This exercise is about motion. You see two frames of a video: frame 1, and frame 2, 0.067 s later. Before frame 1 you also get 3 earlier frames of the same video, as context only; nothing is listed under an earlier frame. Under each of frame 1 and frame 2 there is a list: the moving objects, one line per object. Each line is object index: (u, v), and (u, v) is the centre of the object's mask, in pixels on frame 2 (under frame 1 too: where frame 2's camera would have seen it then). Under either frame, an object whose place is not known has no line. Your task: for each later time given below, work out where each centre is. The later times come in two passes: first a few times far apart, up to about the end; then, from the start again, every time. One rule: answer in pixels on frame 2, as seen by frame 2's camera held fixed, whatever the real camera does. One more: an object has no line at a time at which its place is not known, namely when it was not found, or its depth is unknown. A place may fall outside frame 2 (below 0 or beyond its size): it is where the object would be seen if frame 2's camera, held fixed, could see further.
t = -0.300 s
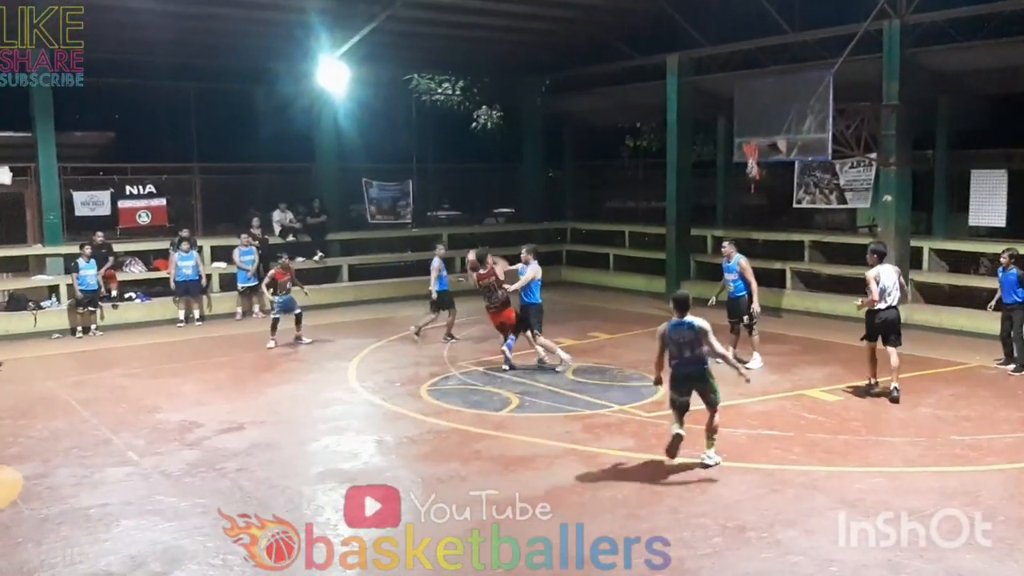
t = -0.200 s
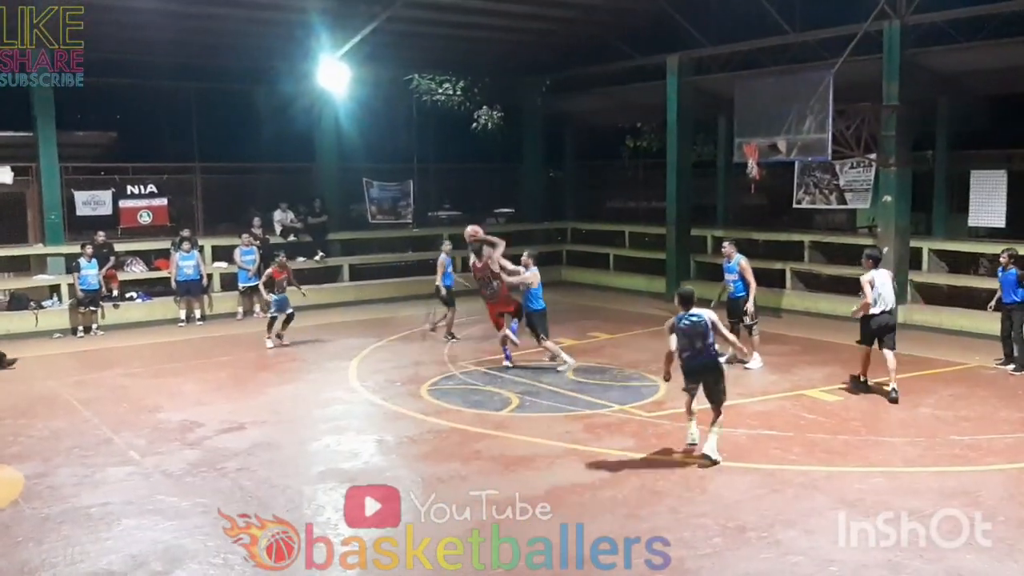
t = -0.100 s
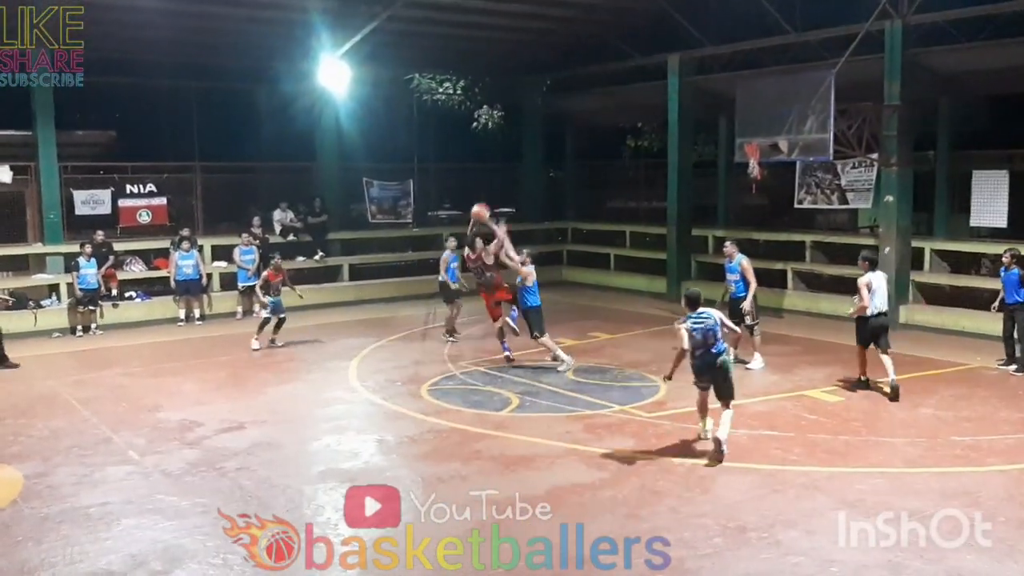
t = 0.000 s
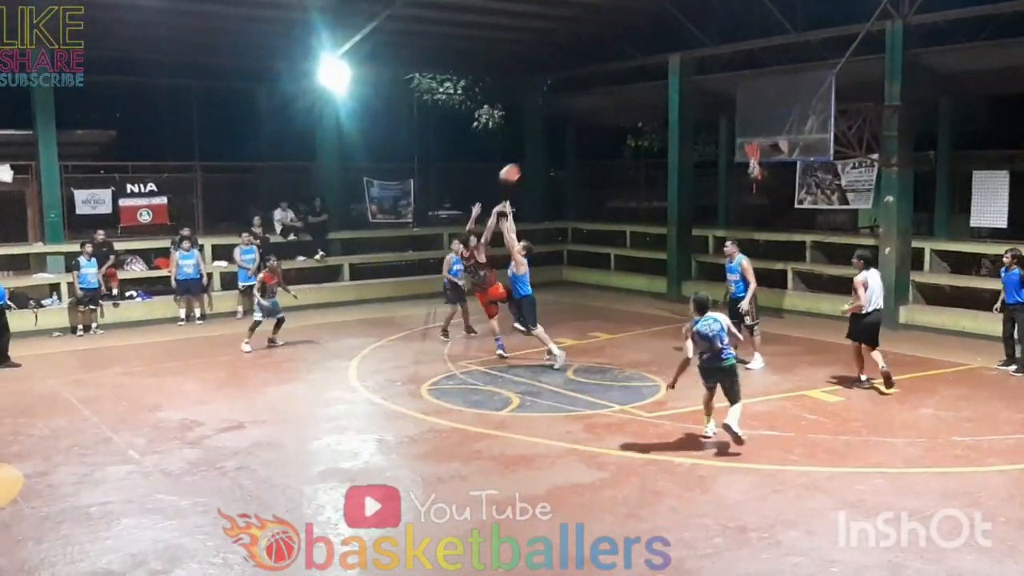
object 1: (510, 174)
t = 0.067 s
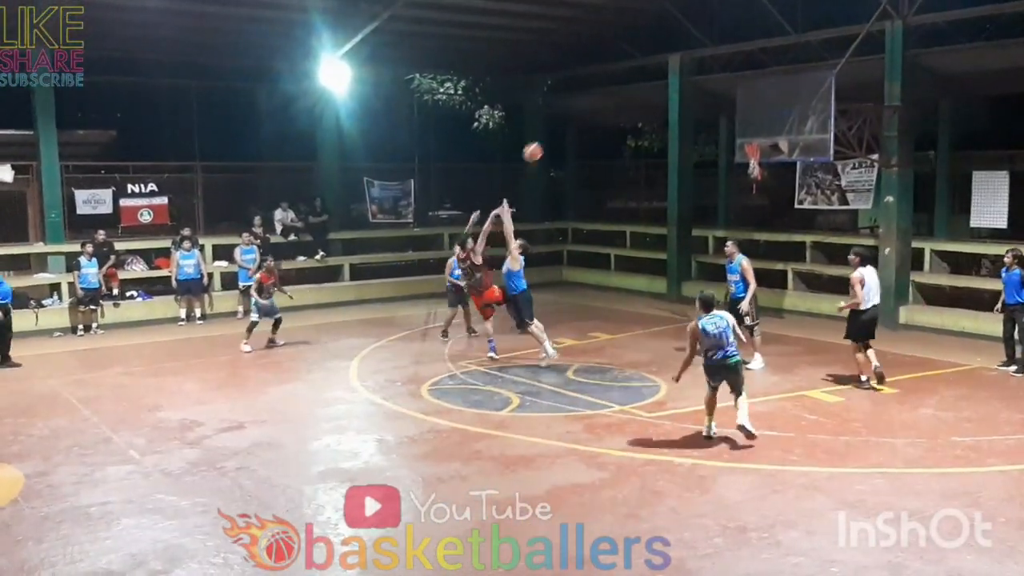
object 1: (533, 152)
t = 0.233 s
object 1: (587, 111)
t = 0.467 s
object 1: (661, 89)
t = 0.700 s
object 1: (730, 106)
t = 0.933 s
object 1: (774, 122)
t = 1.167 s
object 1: (755, 111)
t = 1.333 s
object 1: (733, 124)
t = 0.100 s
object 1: (544, 142)
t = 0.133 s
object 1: (555, 133)
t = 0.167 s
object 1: (565, 125)
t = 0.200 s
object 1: (576, 117)
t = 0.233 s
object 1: (587, 111)
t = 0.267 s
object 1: (598, 105)
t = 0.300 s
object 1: (609, 100)
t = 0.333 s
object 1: (620, 96)
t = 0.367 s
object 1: (630, 93)
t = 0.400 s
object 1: (640, 91)
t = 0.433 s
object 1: (650, 90)
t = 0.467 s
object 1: (661, 89)
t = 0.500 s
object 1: (671, 89)
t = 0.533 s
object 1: (682, 89)
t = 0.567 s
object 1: (692, 91)
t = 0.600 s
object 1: (701, 94)
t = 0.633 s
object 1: (711, 97)
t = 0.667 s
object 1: (720, 101)
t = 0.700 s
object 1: (730, 106)
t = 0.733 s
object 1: (740, 111)
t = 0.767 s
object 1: (750, 117)
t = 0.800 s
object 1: (759, 123)
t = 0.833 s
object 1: (768, 131)
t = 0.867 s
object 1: (772, 130)
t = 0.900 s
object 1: (773, 126)
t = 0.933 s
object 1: (774, 122)
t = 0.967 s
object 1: (774, 119)
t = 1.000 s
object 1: (775, 117)
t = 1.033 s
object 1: (772, 114)
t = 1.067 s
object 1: (767, 112)
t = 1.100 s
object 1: (763, 111)
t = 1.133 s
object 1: (759, 111)
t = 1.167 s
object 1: (755, 111)
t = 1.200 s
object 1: (750, 111)
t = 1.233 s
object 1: (746, 113)
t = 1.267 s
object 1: (741, 116)
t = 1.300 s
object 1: (737, 120)
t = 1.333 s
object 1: (733, 124)
